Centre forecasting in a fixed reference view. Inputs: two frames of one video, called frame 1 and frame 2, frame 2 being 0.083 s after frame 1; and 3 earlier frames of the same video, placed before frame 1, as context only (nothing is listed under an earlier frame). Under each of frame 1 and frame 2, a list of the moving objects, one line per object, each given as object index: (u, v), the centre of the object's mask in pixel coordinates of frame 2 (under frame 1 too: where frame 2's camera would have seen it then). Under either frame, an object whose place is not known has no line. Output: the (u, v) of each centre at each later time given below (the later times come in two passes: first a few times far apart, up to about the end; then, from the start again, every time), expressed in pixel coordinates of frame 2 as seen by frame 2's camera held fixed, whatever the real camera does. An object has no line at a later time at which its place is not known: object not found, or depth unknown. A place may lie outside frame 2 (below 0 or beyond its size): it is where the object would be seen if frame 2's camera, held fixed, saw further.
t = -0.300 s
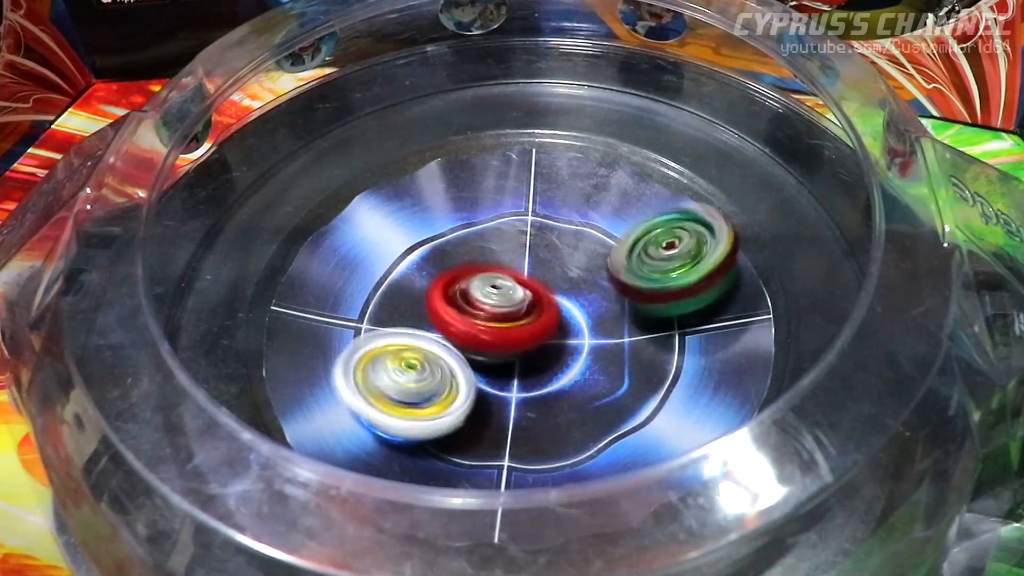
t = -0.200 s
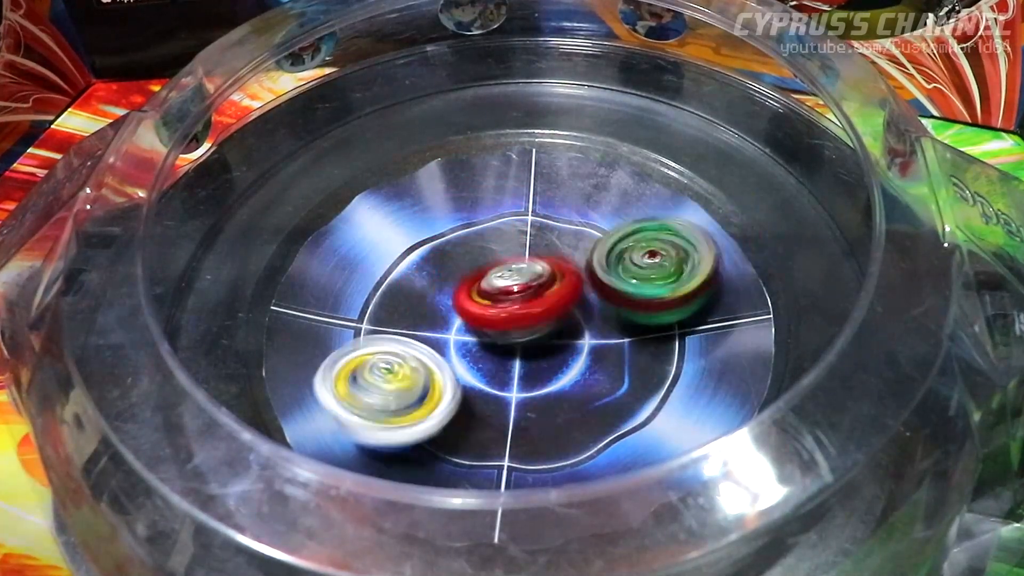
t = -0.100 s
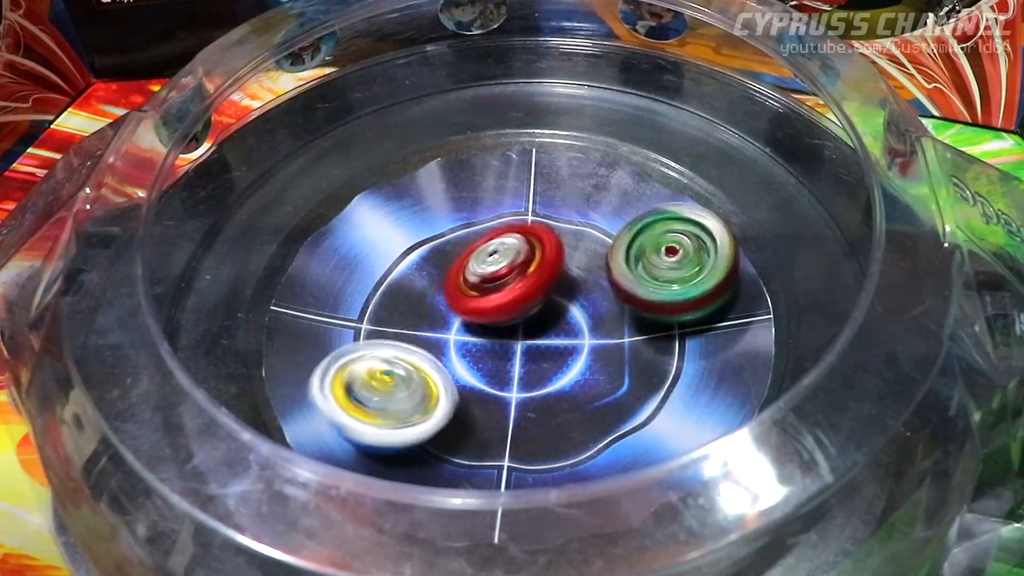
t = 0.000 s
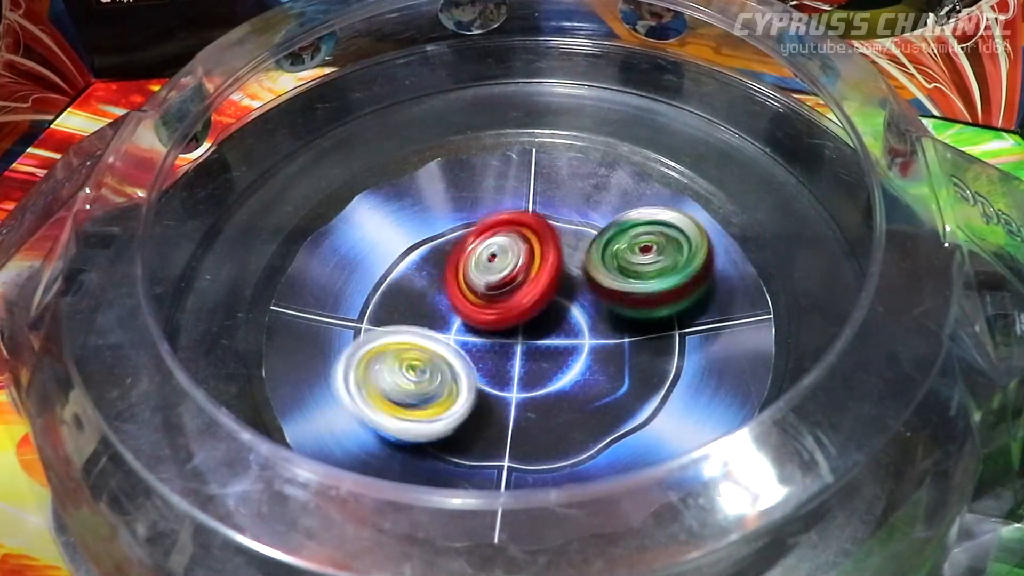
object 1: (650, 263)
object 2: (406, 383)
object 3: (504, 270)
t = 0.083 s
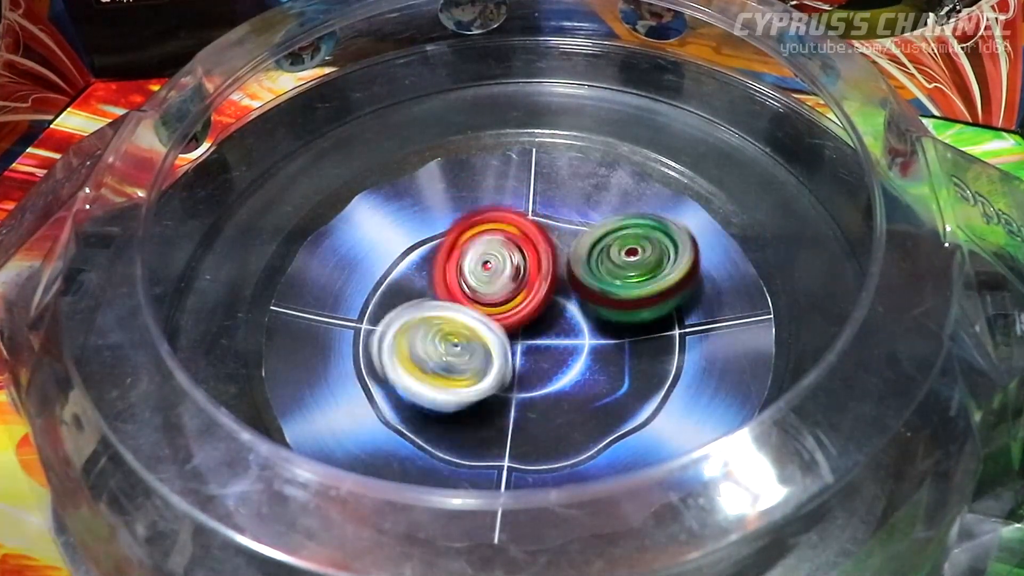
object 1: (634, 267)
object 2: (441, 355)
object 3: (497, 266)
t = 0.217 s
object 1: (620, 275)
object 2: (464, 375)
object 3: (491, 213)
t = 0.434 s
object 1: (601, 278)
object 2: (487, 341)
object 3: (484, 221)
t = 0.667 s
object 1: (608, 291)
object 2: (474, 345)
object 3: (487, 236)
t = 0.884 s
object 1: (615, 300)
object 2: (460, 366)
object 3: (491, 241)
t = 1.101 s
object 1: (618, 312)
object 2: (425, 375)
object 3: (495, 269)
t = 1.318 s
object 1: (613, 318)
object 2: (431, 371)
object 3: (478, 286)
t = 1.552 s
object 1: (598, 323)
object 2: (464, 344)
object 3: (522, 263)
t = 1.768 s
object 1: (607, 335)
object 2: (464, 302)
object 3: (556, 247)
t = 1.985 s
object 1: (572, 346)
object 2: (466, 284)
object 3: (558, 248)
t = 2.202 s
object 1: (571, 346)
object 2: (468, 294)
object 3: (557, 248)
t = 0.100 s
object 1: (632, 266)
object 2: (450, 347)
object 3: (497, 262)
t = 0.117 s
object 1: (629, 268)
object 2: (454, 352)
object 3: (494, 262)
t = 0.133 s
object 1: (626, 267)
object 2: (454, 361)
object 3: (496, 254)
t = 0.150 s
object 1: (627, 270)
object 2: (453, 367)
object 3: (497, 240)
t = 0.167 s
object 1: (625, 269)
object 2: (454, 369)
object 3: (495, 229)
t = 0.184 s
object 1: (627, 271)
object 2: (457, 372)
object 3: (492, 222)
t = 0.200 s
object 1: (623, 273)
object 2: (462, 376)
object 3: (490, 217)
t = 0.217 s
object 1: (620, 275)
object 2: (464, 375)
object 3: (491, 213)
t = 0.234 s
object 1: (614, 277)
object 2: (469, 373)
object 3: (490, 210)
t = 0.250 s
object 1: (611, 279)
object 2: (476, 370)
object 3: (488, 209)
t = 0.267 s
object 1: (605, 282)
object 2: (482, 367)
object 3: (486, 209)
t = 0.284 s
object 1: (602, 284)
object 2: (488, 362)
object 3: (484, 212)
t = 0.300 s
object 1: (595, 287)
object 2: (493, 354)
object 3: (483, 214)
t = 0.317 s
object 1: (601, 283)
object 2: (494, 348)
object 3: (484, 218)
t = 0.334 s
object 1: (605, 282)
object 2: (491, 345)
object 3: (485, 221)
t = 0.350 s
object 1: (609, 278)
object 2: (487, 340)
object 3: (486, 223)
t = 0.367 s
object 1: (610, 277)
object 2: (483, 333)
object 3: (487, 226)
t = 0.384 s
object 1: (608, 276)
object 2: (485, 334)
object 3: (487, 224)
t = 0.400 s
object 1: (608, 276)
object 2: (487, 338)
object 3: (485, 221)
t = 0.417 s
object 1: (603, 279)
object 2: (487, 339)
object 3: (484, 220)
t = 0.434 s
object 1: (601, 278)
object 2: (487, 341)
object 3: (484, 221)
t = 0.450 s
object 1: (600, 278)
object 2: (485, 341)
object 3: (484, 222)
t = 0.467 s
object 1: (600, 277)
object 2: (484, 341)
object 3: (484, 225)
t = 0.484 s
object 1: (605, 280)
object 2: (484, 339)
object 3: (482, 227)
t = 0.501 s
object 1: (605, 283)
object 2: (485, 338)
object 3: (482, 230)
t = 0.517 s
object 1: (604, 282)
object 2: (485, 341)
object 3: (482, 230)
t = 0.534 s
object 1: (607, 284)
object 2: (480, 343)
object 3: (482, 230)
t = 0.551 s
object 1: (612, 285)
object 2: (477, 346)
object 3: (481, 230)
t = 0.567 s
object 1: (613, 287)
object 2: (473, 348)
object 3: (481, 231)
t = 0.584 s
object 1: (611, 287)
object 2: (470, 347)
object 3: (481, 233)
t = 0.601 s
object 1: (609, 287)
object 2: (469, 345)
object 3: (484, 235)
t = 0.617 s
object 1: (607, 288)
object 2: (468, 344)
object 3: (487, 238)
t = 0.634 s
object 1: (606, 287)
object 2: (469, 343)
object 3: (489, 239)
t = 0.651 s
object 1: (609, 288)
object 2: (473, 344)
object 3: (489, 238)
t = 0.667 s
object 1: (608, 291)
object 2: (474, 345)
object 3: (487, 236)
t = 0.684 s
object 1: (608, 291)
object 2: (477, 346)
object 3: (485, 235)
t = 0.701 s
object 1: (607, 294)
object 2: (479, 347)
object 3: (483, 236)
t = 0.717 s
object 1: (603, 294)
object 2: (481, 346)
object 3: (483, 237)
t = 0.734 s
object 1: (604, 294)
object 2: (481, 345)
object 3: (483, 239)
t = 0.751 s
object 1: (609, 293)
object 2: (475, 350)
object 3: (485, 238)
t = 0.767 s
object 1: (614, 291)
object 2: (468, 353)
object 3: (485, 239)
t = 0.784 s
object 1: (619, 289)
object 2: (465, 354)
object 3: (487, 239)
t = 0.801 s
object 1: (619, 290)
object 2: (465, 358)
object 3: (489, 239)
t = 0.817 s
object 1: (618, 290)
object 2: (465, 362)
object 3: (490, 240)
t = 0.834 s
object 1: (618, 292)
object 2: (463, 365)
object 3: (492, 241)
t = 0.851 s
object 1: (612, 295)
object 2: (462, 366)
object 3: (493, 242)
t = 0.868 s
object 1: (610, 296)
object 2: (461, 367)
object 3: (495, 243)
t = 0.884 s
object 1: (615, 300)
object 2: (460, 366)
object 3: (491, 241)
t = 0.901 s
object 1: (616, 307)
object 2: (460, 364)
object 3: (486, 241)
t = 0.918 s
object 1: (617, 310)
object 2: (462, 364)
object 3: (482, 243)
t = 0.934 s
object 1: (618, 314)
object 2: (464, 360)
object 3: (478, 247)
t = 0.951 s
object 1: (613, 320)
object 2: (468, 358)
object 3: (478, 252)
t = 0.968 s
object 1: (608, 322)
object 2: (473, 357)
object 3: (479, 256)
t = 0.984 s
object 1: (606, 322)
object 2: (474, 358)
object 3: (484, 259)
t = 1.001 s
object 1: (607, 322)
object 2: (466, 357)
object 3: (489, 262)
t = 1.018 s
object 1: (611, 319)
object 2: (457, 357)
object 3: (489, 265)
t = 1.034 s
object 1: (616, 315)
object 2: (449, 362)
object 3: (491, 269)
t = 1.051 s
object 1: (620, 313)
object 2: (441, 368)
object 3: (491, 269)
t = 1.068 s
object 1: (620, 313)
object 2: (436, 372)
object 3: (493, 268)
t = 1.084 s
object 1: (619, 312)
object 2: (430, 374)
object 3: (495, 269)
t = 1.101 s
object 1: (618, 312)
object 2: (425, 375)
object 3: (495, 269)
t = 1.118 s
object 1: (617, 313)
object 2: (423, 374)
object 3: (495, 270)
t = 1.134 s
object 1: (612, 313)
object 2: (423, 374)
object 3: (496, 271)
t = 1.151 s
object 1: (610, 311)
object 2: (421, 378)
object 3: (496, 275)
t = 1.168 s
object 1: (608, 309)
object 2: (420, 379)
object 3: (494, 276)
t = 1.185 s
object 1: (610, 311)
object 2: (418, 379)
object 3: (492, 279)
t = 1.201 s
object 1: (608, 312)
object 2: (417, 377)
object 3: (493, 281)
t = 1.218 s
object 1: (611, 313)
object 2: (417, 375)
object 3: (490, 283)
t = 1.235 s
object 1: (615, 315)
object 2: (418, 373)
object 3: (486, 285)
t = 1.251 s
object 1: (617, 316)
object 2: (421, 371)
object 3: (482, 287)
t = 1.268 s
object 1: (615, 317)
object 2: (426, 369)
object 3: (479, 288)
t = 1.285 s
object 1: (611, 316)
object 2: (430, 369)
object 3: (479, 289)
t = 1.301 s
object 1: (607, 315)
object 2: (429, 372)
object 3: (480, 288)
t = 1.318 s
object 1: (613, 318)
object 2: (431, 371)
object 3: (478, 286)
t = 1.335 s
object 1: (616, 323)
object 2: (431, 371)
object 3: (474, 284)
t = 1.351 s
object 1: (618, 325)
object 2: (433, 366)
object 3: (472, 282)
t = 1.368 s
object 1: (620, 326)
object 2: (435, 364)
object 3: (470, 281)
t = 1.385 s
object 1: (620, 326)
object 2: (438, 364)
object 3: (471, 279)
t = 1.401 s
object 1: (619, 325)
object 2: (441, 364)
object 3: (473, 277)
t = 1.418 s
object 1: (619, 323)
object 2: (444, 363)
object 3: (476, 274)
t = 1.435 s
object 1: (620, 323)
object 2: (447, 362)
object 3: (482, 271)
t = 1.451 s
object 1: (618, 322)
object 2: (448, 360)
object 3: (489, 270)
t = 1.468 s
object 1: (615, 322)
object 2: (450, 357)
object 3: (495, 269)
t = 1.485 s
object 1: (611, 322)
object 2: (452, 354)
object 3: (501, 269)
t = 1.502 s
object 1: (605, 320)
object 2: (456, 351)
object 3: (508, 268)
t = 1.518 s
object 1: (601, 320)
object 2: (458, 349)
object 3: (516, 268)
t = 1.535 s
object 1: (600, 320)
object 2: (462, 347)
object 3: (520, 266)
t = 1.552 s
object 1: (598, 323)
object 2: (464, 344)
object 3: (522, 263)
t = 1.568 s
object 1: (599, 326)
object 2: (464, 341)
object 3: (526, 261)
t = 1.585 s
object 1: (601, 328)
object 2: (463, 336)
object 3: (529, 259)
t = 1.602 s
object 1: (601, 330)
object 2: (462, 332)
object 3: (533, 257)
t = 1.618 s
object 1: (600, 331)
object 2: (460, 327)
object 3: (536, 257)
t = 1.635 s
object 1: (601, 332)
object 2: (460, 322)
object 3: (539, 257)
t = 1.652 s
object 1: (602, 332)
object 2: (460, 318)
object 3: (541, 256)
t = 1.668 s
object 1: (603, 332)
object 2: (461, 315)
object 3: (543, 255)
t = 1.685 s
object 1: (605, 333)
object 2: (460, 313)
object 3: (544, 253)
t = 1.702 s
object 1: (607, 333)
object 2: (462, 310)
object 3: (546, 251)
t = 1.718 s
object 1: (608, 333)
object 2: (463, 307)
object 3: (549, 250)
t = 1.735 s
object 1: (608, 334)
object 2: (463, 305)
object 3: (551, 249)
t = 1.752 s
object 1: (607, 335)
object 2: (463, 303)
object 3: (554, 248)
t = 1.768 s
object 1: (607, 335)
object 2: (464, 302)
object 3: (556, 247)
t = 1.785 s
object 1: (606, 336)
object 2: (466, 300)
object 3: (557, 247)
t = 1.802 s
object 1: (605, 336)
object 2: (467, 296)
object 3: (559, 247)
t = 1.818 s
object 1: (604, 337)
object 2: (468, 293)
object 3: (560, 247)
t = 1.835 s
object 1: (602, 339)
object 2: (469, 291)
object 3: (560, 247)
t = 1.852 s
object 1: (600, 341)
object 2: (468, 289)
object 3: (560, 247)
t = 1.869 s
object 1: (596, 343)
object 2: (468, 287)
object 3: (559, 249)
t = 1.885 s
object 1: (592, 344)
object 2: (467, 285)
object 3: (559, 249)
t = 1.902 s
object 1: (587, 346)
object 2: (466, 284)
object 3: (559, 248)
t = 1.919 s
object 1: (582, 346)
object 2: (466, 284)
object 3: (559, 248)
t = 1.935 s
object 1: (578, 346)
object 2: (466, 284)
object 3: (558, 249)
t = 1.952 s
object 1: (575, 346)
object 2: (466, 284)
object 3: (558, 249)
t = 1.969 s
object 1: (573, 346)
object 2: (466, 284)
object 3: (558, 248)
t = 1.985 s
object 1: (572, 346)
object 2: (466, 284)
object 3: (558, 248)
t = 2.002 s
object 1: (571, 346)
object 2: (466, 284)
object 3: (558, 248)
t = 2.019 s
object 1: (571, 346)
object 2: (466, 285)
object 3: (558, 248)
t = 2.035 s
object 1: (571, 346)
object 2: (466, 286)
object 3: (558, 249)
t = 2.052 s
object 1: (571, 346)
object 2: (466, 287)
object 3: (558, 249)
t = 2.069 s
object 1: (571, 346)
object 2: (466, 287)
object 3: (558, 249)
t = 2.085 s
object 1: (571, 347)
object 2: (466, 288)
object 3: (558, 247)
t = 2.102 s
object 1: (571, 346)
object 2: (467, 289)
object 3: (558, 248)
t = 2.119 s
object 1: (571, 346)
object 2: (467, 290)
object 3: (558, 248)
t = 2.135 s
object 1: (571, 347)
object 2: (468, 291)
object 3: (558, 248)
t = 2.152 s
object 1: (571, 346)
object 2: (468, 292)
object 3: (558, 247)
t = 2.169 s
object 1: (571, 346)
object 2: (468, 293)
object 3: (558, 248)
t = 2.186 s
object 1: (571, 346)
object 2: (468, 294)
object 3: (557, 248)
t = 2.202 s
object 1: (571, 346)
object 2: (468, 294)
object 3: (557, 248)
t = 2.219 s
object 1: (571, 346)
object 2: (468, 294)
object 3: (557, 248)
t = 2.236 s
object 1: (571, 346)
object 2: (468, 295)
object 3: (556, 248)
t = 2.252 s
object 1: (571, 347)
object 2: (468, 295)
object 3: (556, 248)
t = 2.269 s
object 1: (571, 346)
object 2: (468, 295)
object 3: (556, 248)
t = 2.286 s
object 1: (571, 346)
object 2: (468, 295)
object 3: (556, 248)
